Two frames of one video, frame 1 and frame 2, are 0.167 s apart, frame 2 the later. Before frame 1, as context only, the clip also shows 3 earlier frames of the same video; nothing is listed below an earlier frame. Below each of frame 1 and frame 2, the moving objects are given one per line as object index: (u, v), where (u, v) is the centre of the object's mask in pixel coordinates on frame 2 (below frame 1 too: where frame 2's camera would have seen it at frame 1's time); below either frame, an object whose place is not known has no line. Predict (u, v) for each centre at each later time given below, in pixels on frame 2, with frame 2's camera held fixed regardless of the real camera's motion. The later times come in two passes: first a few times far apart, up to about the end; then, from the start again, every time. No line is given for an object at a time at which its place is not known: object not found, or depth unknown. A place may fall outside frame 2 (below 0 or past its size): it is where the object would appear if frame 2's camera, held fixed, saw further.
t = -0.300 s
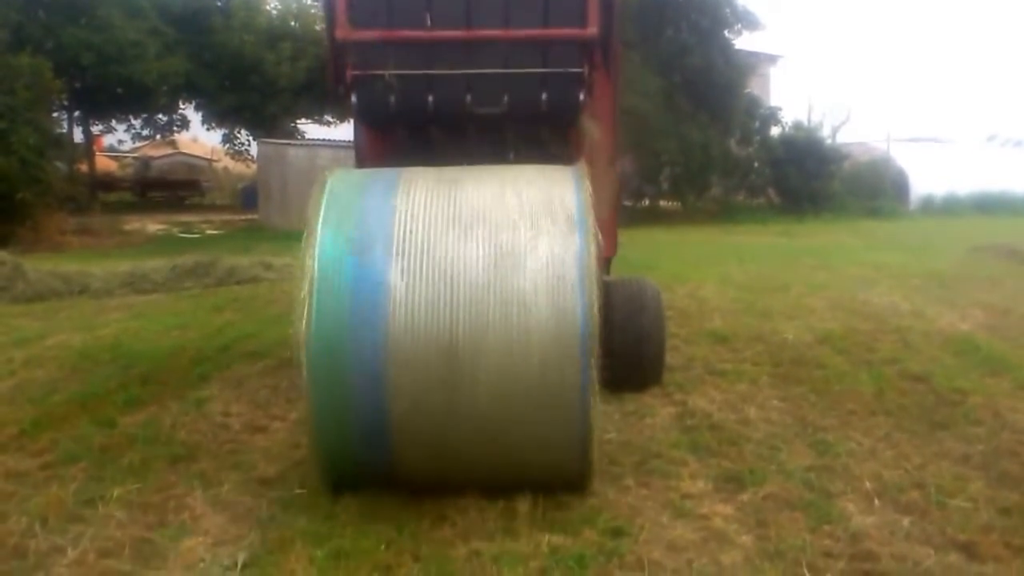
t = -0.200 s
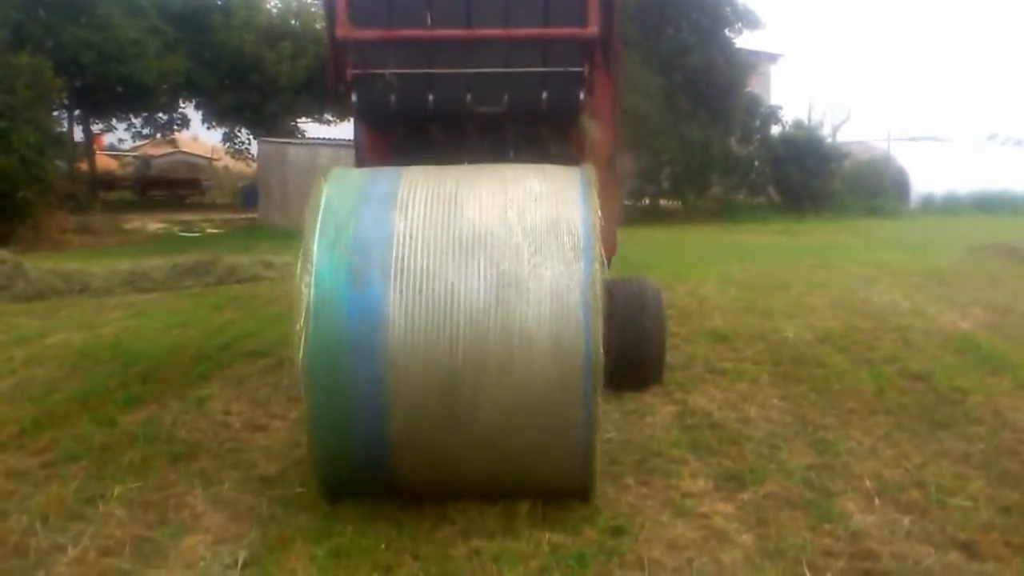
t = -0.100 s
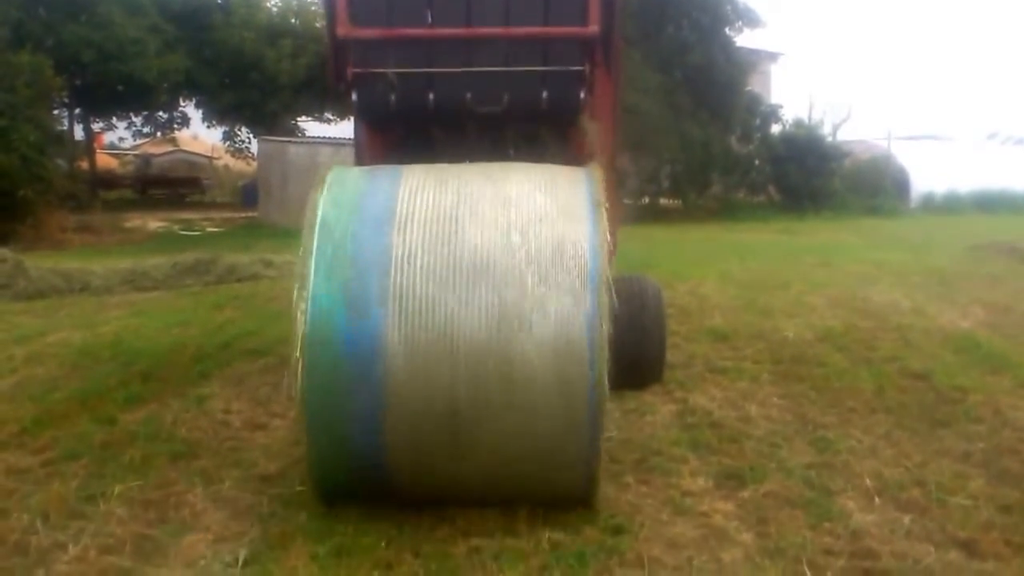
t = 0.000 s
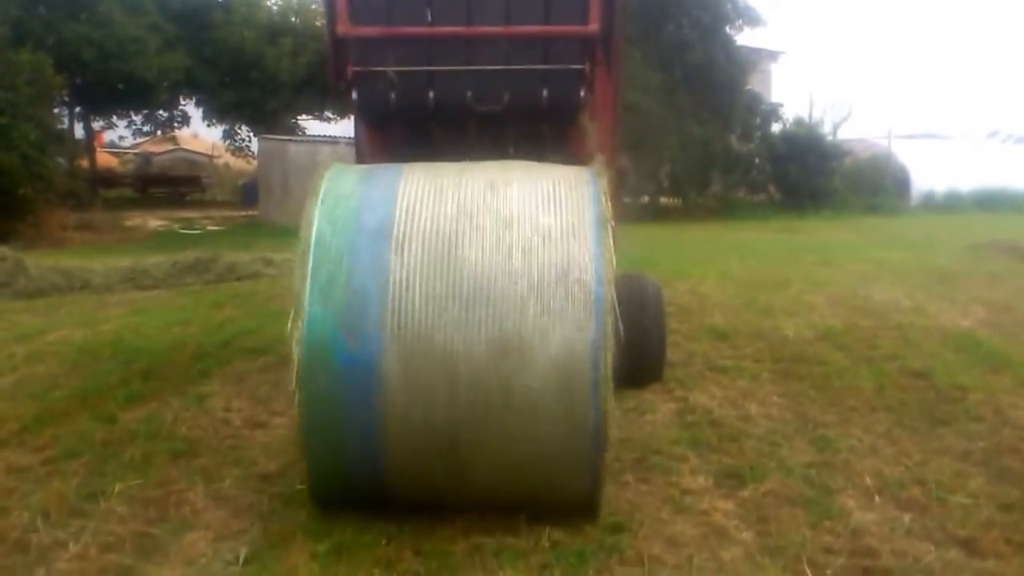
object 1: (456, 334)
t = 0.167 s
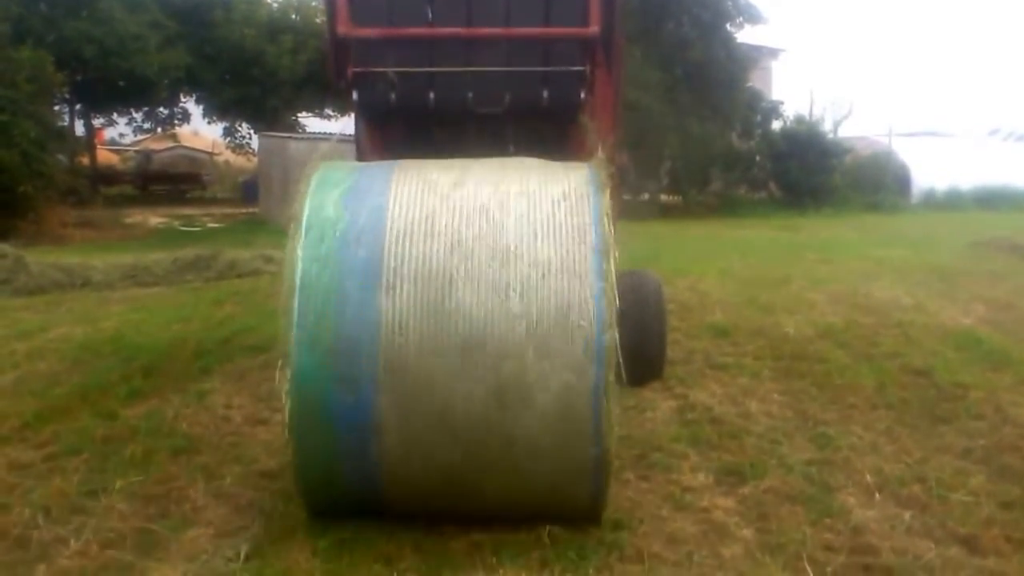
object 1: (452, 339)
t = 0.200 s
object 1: (451, 340)
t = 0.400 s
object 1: (441, 346)
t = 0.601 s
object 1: (438, 352)
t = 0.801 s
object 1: (440, 358)
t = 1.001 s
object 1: (442, 363)
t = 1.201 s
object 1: (437, 366)
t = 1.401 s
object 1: (432, 368)
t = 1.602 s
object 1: (430, 371)
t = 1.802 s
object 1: (430, 371)
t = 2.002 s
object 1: (430, 371)
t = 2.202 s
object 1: (430, 370)
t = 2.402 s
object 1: (431, 369)
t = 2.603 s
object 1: (432, 368)
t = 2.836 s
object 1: (432, 367)
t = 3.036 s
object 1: (433, 367)
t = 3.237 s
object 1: (433, 366)
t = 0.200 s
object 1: (451, 340)
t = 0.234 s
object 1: (449, 341)
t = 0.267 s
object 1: (448, 343)
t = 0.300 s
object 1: (446, 343)
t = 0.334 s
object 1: (444, 344)
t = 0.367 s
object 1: (442, 345)
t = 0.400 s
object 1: (441, 346)
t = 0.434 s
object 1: (439, 346)
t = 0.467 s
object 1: (439, 347)
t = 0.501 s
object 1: (438, 348)
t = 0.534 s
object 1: (438, 350)
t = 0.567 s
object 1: (438, 351)
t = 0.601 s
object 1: (438, 352)
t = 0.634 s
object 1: (439, 353)
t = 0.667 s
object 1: (439, 355)
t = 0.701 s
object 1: (439, 356)
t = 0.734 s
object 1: (439, 357)
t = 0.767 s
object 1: (440, 357)
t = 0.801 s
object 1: (440, 358)
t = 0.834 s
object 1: (441, 359)
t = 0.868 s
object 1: (441, 359)
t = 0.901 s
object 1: (441, 360)
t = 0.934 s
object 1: (442, 361)
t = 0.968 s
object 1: (442, 362)
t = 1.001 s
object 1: (442, 363)
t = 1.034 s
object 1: (441, 363)
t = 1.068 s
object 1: (440, 364)
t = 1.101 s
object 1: (439, 365)
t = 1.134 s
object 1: (438, 365)
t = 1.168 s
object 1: (438, 365)
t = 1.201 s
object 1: (437, 366)
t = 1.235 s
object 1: (436, 366)
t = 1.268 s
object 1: (435, 367)
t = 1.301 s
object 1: (435, 367)
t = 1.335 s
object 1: (434, 368)
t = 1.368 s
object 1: (433, 368)
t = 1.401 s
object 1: (432, 368)
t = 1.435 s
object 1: (431, 369)
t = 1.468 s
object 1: (431, 369)
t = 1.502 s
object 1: (430, 370)
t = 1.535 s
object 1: (430, 370)
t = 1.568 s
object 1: (430, 370)
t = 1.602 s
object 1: (430, 371)
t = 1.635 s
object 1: (430, 371)
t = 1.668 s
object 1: (430, 371)
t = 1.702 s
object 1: (430, 371)
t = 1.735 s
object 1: (430, 371)
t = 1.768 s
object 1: (430, 371)
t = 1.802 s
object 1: (430, 371)
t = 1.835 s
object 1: (430, 371)
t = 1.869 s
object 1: (430, 371)
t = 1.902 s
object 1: (430, 371)
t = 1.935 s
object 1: (430, 371)
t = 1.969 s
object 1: (430, 371)
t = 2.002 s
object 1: (430, 371)
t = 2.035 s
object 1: (430, 371)
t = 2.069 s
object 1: (430, 371)
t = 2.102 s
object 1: (430, 370)
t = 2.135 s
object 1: (430, 370)
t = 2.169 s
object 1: (430, 370)
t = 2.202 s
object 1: (430, 370)
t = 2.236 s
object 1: (430, 370)
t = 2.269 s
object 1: (430, 370)
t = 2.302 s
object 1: (430, 370)
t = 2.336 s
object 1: (430, 370)
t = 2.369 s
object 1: (431, 369)
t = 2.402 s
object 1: (431, 369)
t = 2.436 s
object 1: (431, 369)
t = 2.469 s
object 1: (431, 369)
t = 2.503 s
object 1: (431, 369)
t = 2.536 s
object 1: (431, 368)
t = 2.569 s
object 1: (432, 368)
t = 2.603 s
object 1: (432, 368)
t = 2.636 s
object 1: (432, 368)
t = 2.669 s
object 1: (432, 368)
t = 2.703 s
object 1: (432, 367)
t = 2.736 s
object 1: (432, 368)
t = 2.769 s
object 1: (432, 367)
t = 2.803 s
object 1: (432, 367)
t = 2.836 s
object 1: (432, 367)
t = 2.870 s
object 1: (432, 367)
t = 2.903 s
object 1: (432, 367)
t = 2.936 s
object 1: (433, 367)
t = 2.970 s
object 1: (433, 366)
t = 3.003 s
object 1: (433, 367)
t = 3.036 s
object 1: (433, 367)
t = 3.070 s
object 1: (433, 366)
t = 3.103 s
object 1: (433, 366)
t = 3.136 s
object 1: (434, 366)
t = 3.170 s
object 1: (433, 366)
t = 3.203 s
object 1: (433, 366)
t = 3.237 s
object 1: (433, 366)
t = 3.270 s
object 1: (434, 366)
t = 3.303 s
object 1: (434, 367)
